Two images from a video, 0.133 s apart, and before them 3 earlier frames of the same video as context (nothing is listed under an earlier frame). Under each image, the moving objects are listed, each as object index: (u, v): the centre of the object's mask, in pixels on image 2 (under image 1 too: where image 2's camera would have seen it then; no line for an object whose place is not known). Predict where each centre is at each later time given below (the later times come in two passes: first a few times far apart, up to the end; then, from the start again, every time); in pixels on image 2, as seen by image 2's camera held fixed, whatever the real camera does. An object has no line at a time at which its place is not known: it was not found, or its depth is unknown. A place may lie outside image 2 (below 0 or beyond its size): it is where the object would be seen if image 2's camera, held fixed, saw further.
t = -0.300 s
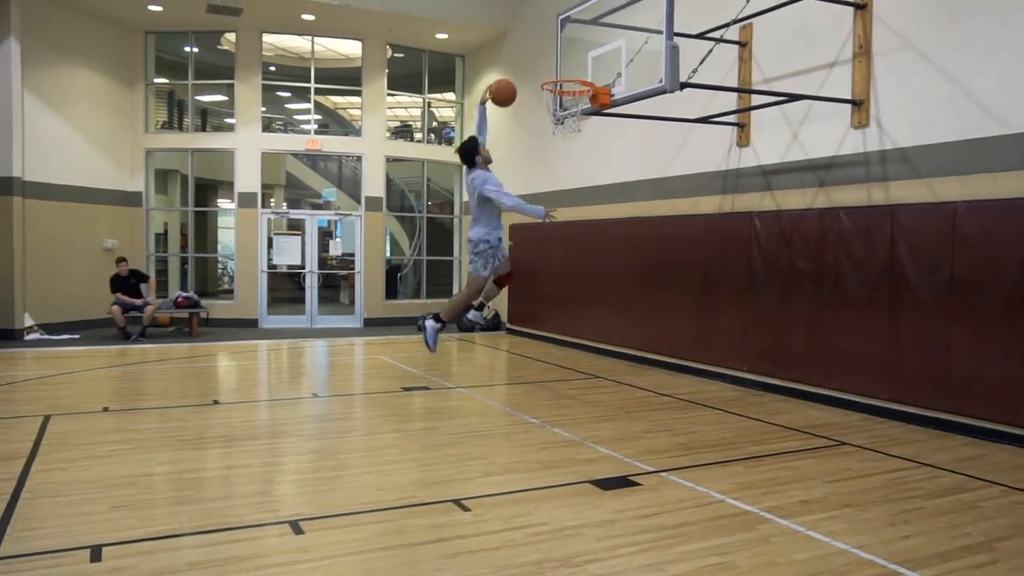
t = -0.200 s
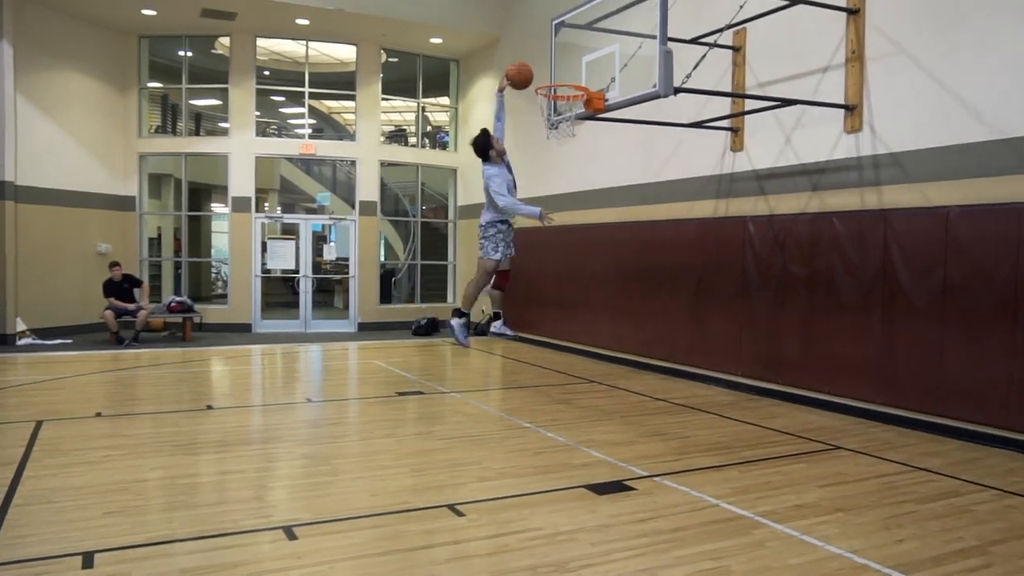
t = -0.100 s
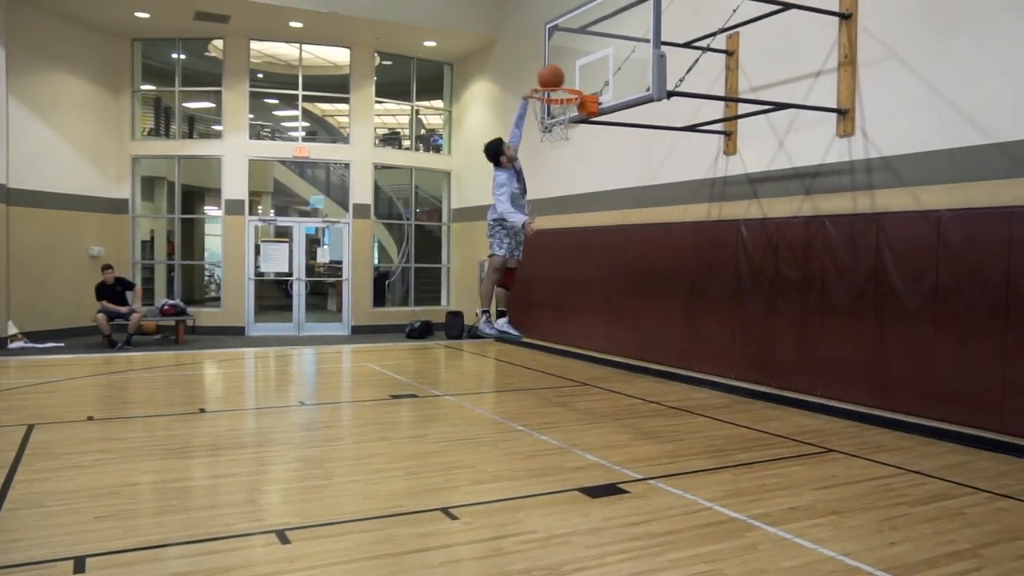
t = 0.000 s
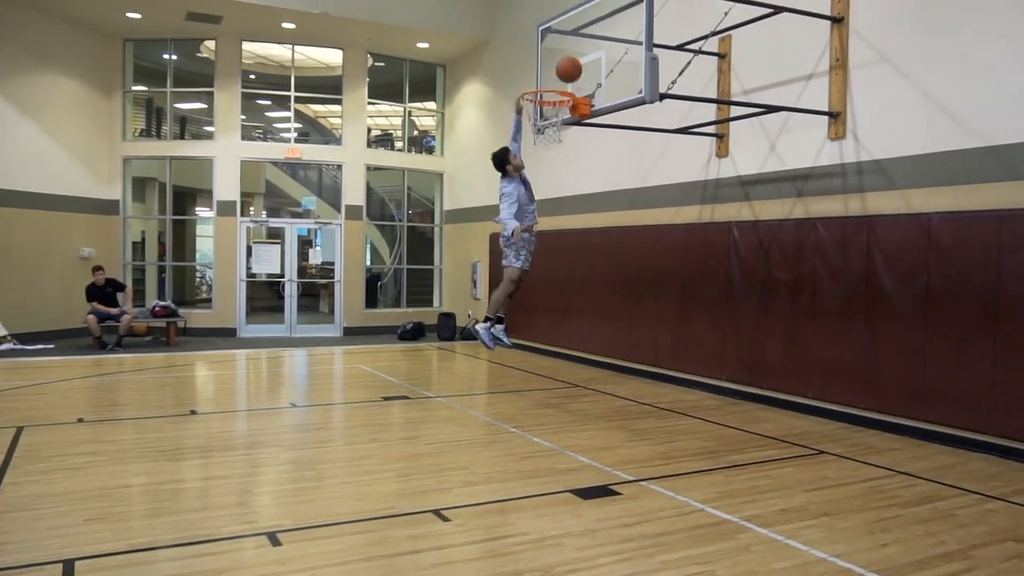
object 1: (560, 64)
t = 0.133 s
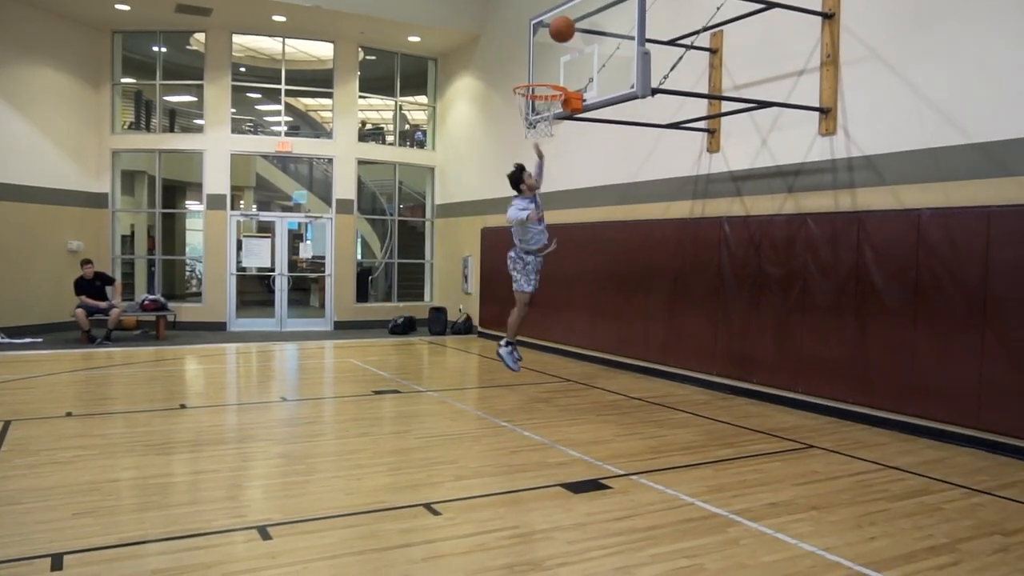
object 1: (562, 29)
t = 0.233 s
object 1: (563, 15)
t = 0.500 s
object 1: (563, 30)
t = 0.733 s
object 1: (558, 74)
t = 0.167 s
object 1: (562, 24)
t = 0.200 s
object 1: (562, 18)
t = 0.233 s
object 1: (563, 15)
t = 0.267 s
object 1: (563, 15)
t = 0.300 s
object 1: (563, 14)
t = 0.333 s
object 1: (563, 14)
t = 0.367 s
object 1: (563, 15)
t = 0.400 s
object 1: (563, 17)
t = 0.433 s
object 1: (563, 21)
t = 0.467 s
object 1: (563, 25)
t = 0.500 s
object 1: (563, 30)
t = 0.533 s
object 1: (562, 36)
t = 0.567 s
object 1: (561, 44)
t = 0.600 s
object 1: (560, 52)
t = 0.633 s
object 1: (560, 62)
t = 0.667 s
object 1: (559, 73)
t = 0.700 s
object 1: (559, 78)
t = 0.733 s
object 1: (558, 74)
